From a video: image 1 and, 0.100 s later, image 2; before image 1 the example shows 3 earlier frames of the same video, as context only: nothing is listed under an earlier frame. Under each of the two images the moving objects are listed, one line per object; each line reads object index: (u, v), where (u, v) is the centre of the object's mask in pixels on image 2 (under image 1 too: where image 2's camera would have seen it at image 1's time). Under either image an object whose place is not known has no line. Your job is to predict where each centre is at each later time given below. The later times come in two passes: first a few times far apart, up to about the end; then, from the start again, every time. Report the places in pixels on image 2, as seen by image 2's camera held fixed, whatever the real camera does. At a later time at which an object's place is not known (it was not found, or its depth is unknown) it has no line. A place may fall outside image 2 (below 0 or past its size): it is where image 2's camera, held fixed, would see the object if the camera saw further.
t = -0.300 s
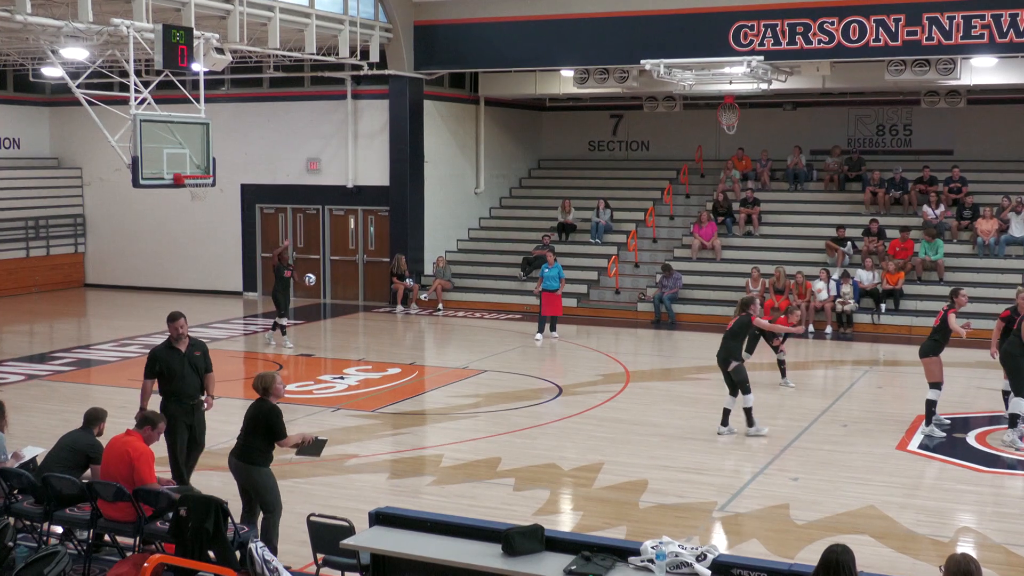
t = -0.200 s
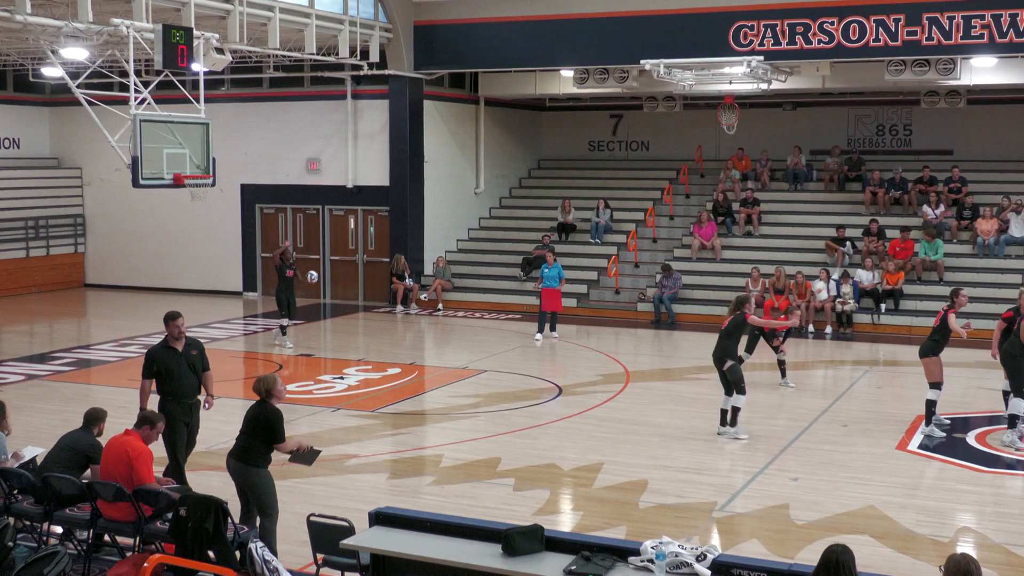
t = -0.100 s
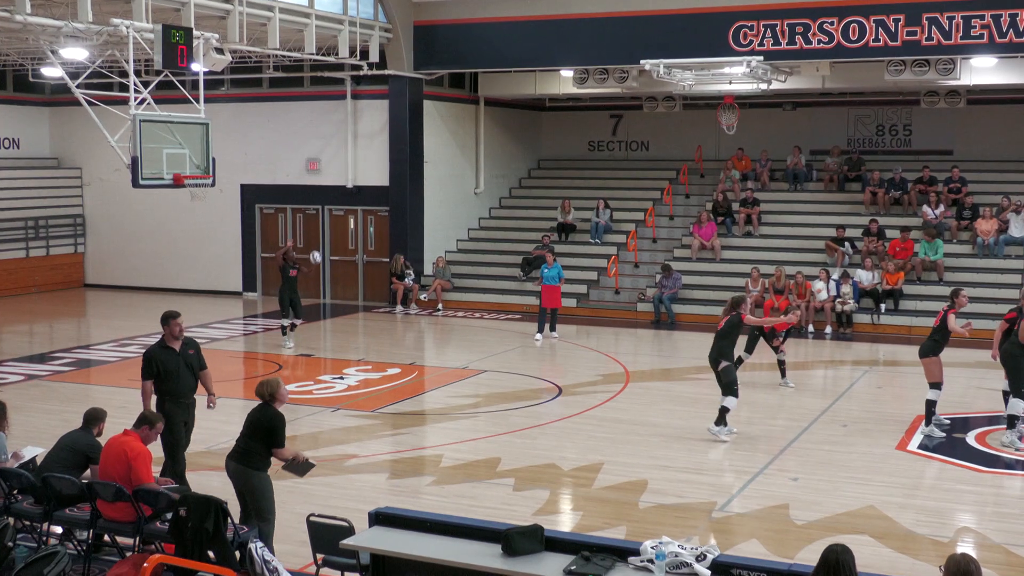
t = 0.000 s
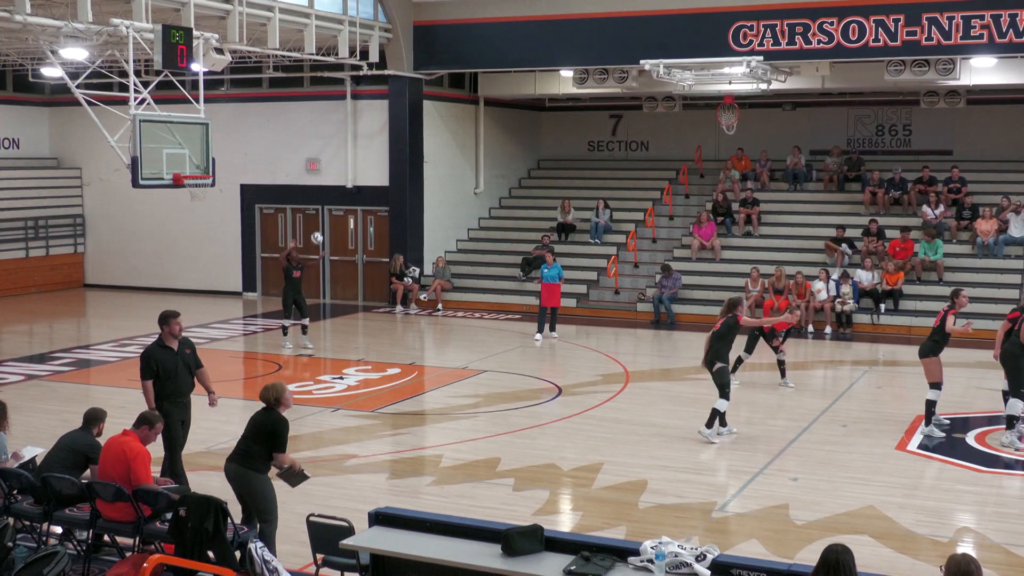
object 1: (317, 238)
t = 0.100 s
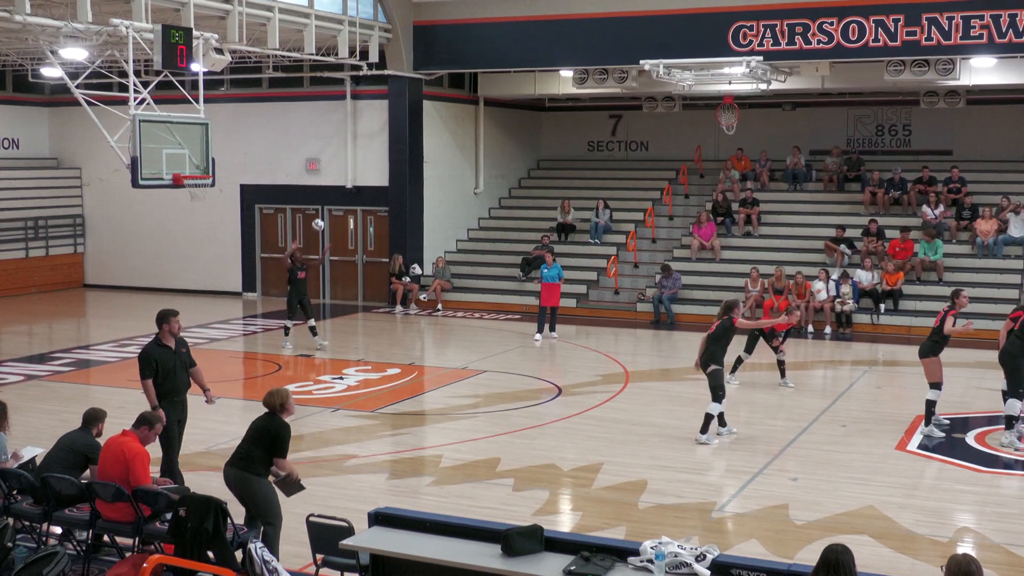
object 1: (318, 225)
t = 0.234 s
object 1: (320, 215)
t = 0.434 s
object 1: (324, 220)
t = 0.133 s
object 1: (319, 222)
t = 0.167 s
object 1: (319, 219)
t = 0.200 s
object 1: (320, 217)
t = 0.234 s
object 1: (320, 215)
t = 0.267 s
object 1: (321, 215)
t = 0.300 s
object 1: (321, 215)
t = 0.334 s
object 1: (322, 215)
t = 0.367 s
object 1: (322, 216)
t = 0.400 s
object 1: (323, 218)
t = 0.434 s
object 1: (324, 220)
